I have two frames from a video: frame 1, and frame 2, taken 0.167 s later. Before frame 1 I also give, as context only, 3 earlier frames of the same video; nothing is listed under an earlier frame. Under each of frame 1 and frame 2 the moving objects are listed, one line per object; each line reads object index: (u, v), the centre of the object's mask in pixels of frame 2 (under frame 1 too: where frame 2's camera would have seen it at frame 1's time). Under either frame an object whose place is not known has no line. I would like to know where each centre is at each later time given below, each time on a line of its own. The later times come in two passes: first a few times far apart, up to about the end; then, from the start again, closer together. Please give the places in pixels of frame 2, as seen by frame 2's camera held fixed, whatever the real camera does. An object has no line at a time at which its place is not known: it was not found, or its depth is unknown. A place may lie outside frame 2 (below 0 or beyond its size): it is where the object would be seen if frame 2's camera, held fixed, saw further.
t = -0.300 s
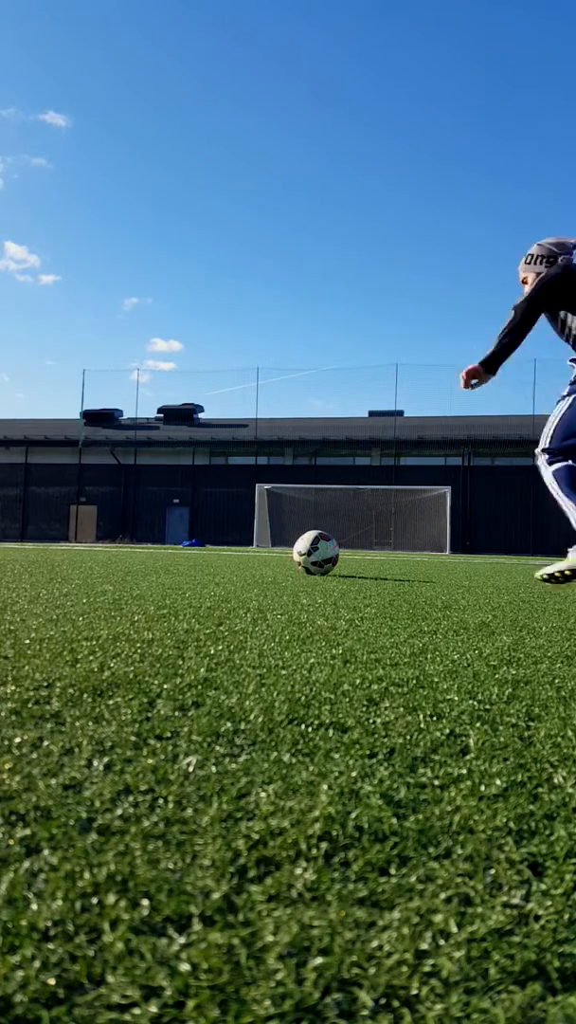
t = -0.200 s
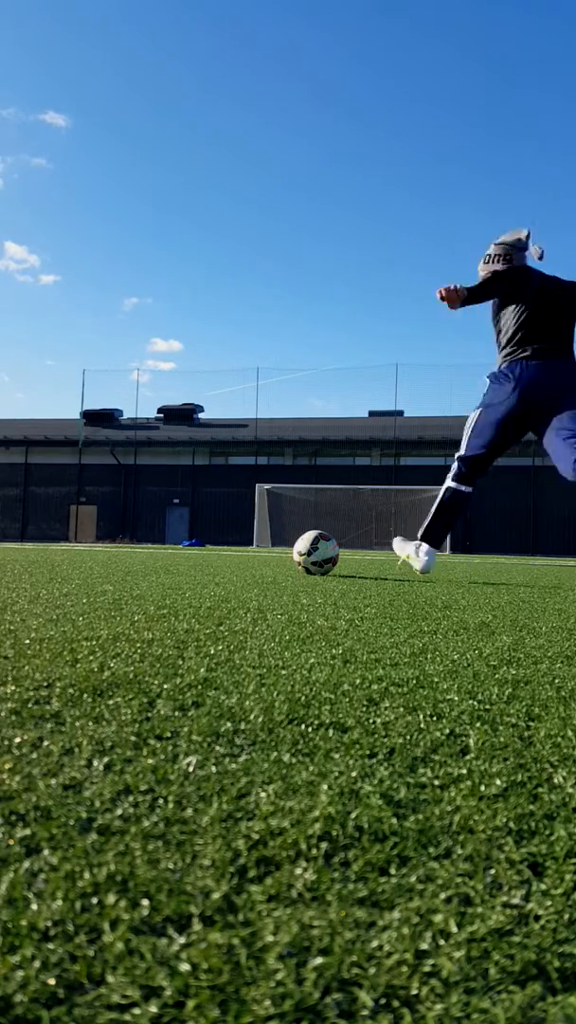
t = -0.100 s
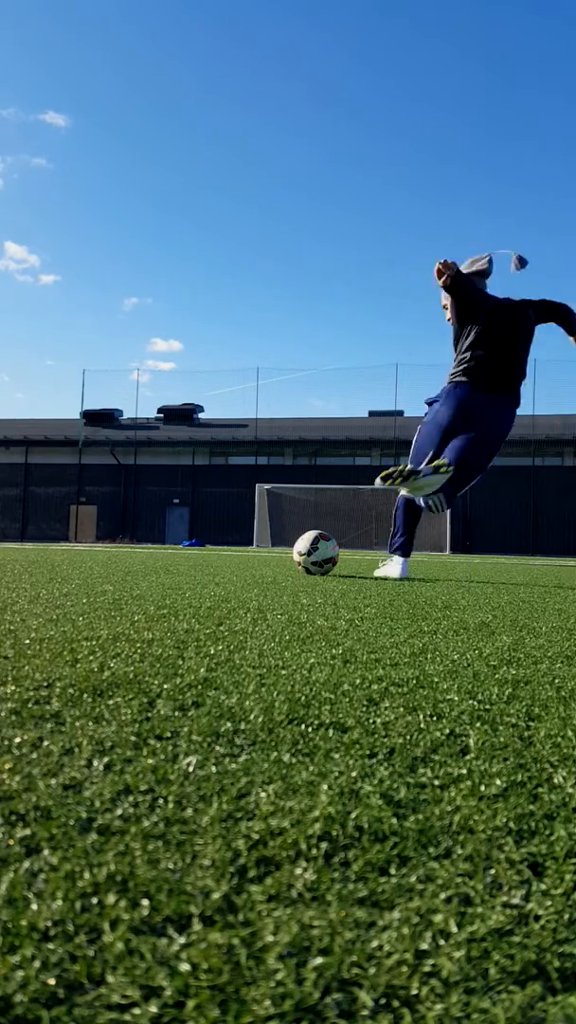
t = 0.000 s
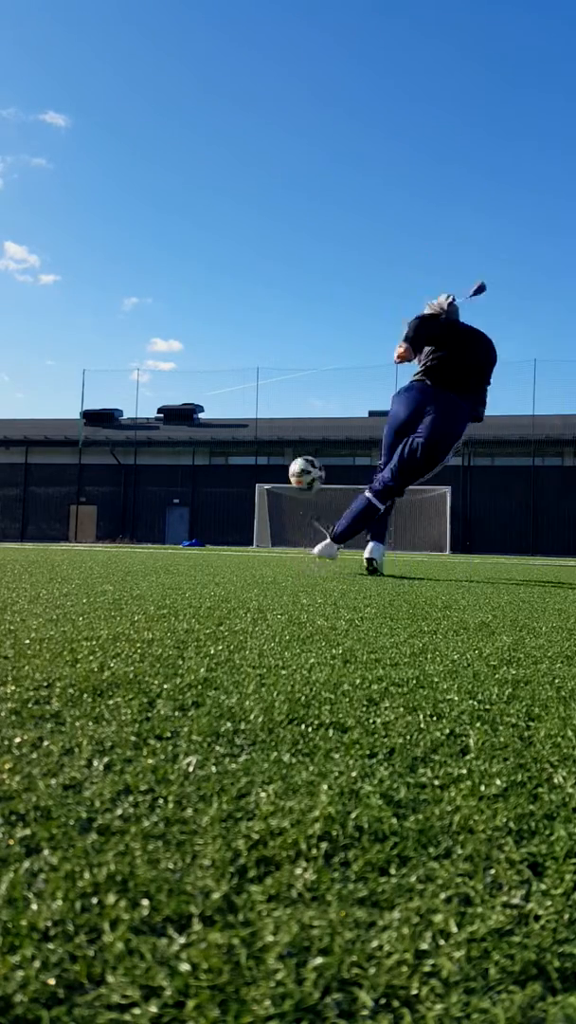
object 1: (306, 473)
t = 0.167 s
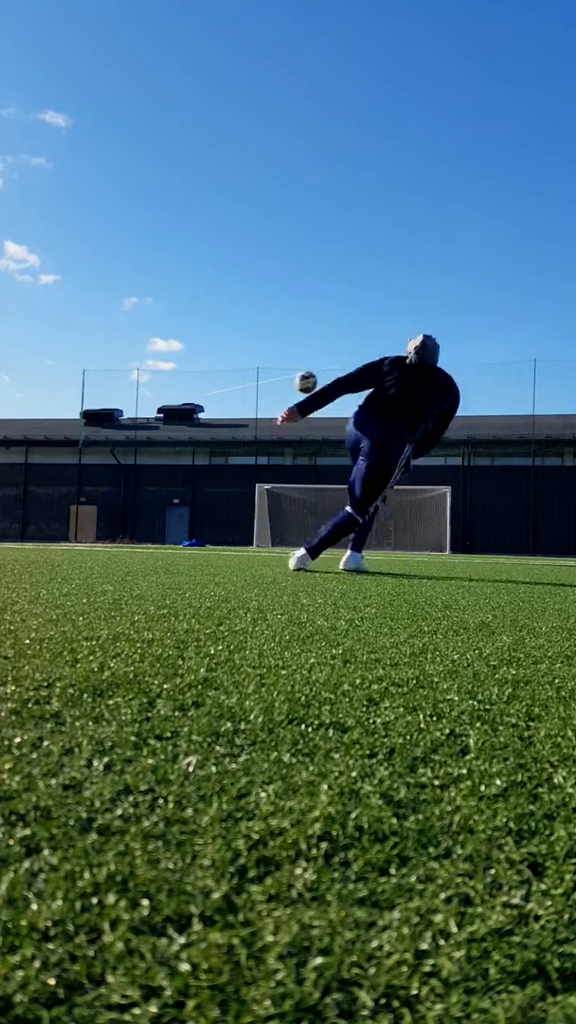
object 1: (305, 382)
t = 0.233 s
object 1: (309, 367)
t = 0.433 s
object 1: (321, 352)
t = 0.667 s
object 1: (338, 362)
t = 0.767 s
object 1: (345, 371)
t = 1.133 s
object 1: (370, 419)
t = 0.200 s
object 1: (307, 374)
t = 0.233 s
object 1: (309, 367)
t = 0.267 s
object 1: (310, 362)
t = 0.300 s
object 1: (312, 359)
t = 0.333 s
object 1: (314, 356)
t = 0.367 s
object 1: (316, 354)
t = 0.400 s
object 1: (318, 353)
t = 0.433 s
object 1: (321, 352)
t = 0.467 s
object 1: (323, 353)
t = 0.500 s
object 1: (326, 353)
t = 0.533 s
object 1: (328, 354)
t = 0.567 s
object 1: (330, 356)
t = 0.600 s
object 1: (333, 357)
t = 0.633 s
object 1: (335, 359)
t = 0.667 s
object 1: (338, 362)
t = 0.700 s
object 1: (340, 365)
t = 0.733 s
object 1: (343, 367)
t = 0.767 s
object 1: (345, 371)
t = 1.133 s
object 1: (370, 419)
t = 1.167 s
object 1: (371, 425)
